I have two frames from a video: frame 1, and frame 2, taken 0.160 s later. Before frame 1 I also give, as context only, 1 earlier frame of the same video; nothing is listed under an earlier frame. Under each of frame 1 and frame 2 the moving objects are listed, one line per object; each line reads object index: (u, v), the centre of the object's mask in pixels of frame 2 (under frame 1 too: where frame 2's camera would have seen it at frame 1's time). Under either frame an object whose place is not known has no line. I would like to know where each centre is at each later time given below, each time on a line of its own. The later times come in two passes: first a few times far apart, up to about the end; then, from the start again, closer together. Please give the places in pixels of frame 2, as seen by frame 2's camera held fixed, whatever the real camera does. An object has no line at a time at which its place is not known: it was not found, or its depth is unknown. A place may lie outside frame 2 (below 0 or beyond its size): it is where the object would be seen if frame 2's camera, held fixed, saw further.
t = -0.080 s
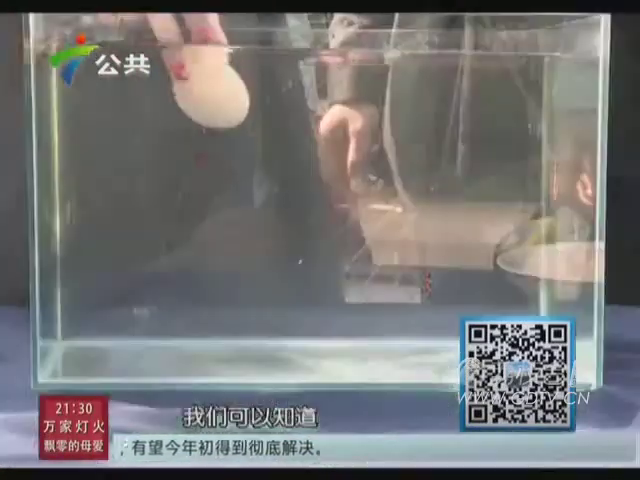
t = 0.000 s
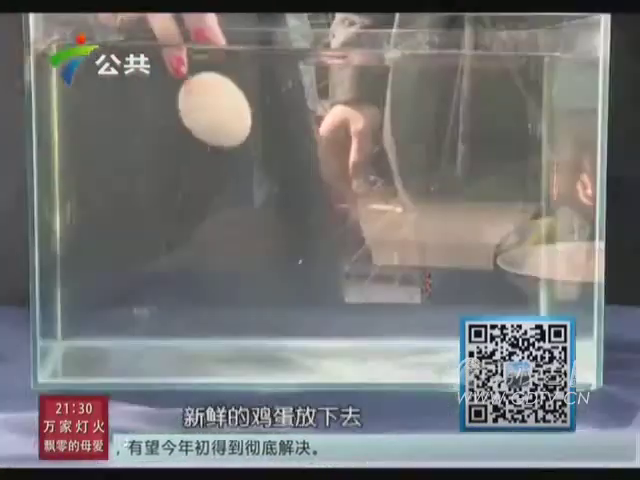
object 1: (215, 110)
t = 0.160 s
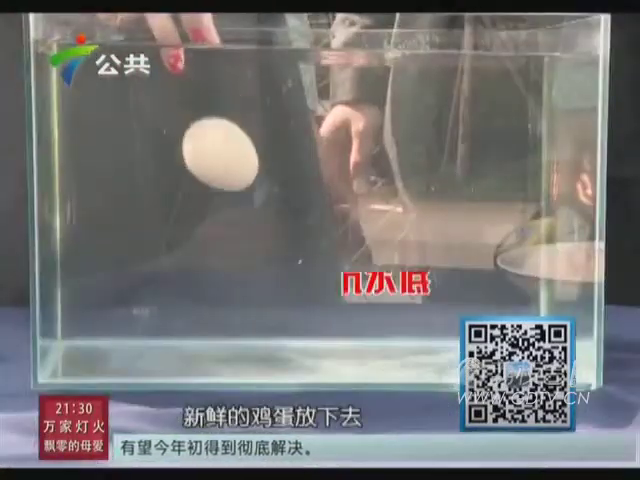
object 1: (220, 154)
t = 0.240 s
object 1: (222, 182)
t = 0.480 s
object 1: (230, 269)
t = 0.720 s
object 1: (248, 319)
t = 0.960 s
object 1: (256, 312)
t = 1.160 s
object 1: (262, 322)
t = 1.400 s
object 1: (266, 325)
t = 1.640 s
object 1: (269, 325)
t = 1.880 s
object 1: (271, 327)
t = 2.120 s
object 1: (273, 328)
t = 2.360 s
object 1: (274, 329)
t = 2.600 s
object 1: (275, 330)
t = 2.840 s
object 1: (278, 330)
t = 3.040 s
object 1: (281, 331)
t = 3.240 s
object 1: (283, 331)
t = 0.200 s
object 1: (221, 168)
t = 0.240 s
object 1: (222, 182)
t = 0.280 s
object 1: (224, 196)
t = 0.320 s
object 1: (225, 210)
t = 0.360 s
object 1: (226, 225)
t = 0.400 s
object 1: (227, 240)
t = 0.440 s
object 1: (228, 254)
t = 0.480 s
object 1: (230, 269)
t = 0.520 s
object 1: (232, 283)
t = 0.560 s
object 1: (234, 296)
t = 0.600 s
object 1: (236, 309)
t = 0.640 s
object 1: (240, 320)
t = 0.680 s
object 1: (244, 323)
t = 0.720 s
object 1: (248, 319)
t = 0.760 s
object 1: (250, 314)
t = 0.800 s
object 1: (252, 311)
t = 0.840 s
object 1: (253, 310)
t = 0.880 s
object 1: (254, 310)
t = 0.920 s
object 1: (255, 310)
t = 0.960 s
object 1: (256, 312)
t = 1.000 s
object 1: (258, 316)
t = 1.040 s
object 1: (259, 319)
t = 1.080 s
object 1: (260, 319)
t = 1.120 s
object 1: (261, 320)
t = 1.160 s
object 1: (262, 322)
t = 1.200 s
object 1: (263, 324)
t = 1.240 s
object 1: (264, 324)
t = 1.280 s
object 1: (265, 323)
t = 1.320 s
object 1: (265, 323)
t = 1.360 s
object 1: (266, 323)
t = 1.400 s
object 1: (266, 325)
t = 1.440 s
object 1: (267, 325)
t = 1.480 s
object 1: (267, 325)
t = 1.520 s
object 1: (268, 325)
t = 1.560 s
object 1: (268, 325)
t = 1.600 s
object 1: (268, 325)
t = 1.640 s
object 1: (269, 325)
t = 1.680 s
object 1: (269, 326)
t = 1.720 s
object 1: (270, 326)
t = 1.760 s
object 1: (270, 326)
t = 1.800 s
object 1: (270, 327)
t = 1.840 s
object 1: (271, 327)
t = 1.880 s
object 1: (271, 327)
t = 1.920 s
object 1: (271, 327)
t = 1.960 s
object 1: (272, 327)
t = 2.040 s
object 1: (272, 327)
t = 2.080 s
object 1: (272, 327)
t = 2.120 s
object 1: (273, 328)
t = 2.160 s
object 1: (273, 328)
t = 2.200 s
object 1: (273, 328)
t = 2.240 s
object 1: (273, 328)
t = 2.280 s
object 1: (273, 328)
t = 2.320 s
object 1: (274, 328)
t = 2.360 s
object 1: (274, 329)
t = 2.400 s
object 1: (274, 329)
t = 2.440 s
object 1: (274, 329)
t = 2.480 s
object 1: (274, 329)
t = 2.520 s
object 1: (274, 329)
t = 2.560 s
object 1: (275, 330)
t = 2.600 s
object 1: (275, 330)
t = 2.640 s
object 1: (275, 330)
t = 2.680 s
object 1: (276, 330)
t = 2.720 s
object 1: (276, 330)
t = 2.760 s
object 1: (277, 330)
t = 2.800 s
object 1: (278, 330)
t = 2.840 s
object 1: (278, 330)
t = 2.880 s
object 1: (279, 330)
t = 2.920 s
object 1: (279, 330)
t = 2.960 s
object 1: (280, 331)
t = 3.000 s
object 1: (280, 331)
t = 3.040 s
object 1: (281, 331)
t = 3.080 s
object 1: (281, 331)
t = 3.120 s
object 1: (281, 331)
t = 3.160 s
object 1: (282, 331)
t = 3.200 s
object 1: (282, 331)
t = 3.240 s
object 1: (283, 331)
